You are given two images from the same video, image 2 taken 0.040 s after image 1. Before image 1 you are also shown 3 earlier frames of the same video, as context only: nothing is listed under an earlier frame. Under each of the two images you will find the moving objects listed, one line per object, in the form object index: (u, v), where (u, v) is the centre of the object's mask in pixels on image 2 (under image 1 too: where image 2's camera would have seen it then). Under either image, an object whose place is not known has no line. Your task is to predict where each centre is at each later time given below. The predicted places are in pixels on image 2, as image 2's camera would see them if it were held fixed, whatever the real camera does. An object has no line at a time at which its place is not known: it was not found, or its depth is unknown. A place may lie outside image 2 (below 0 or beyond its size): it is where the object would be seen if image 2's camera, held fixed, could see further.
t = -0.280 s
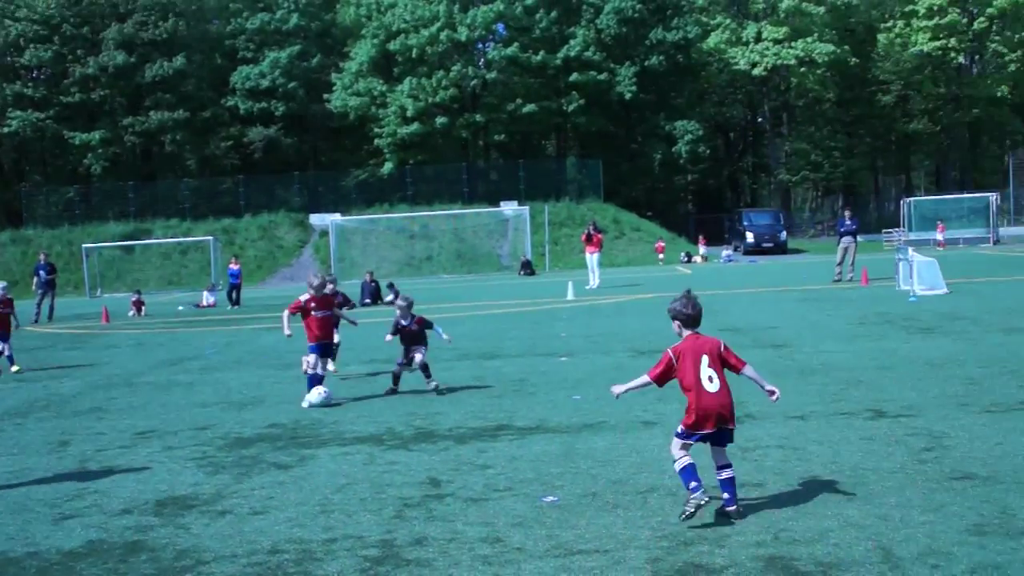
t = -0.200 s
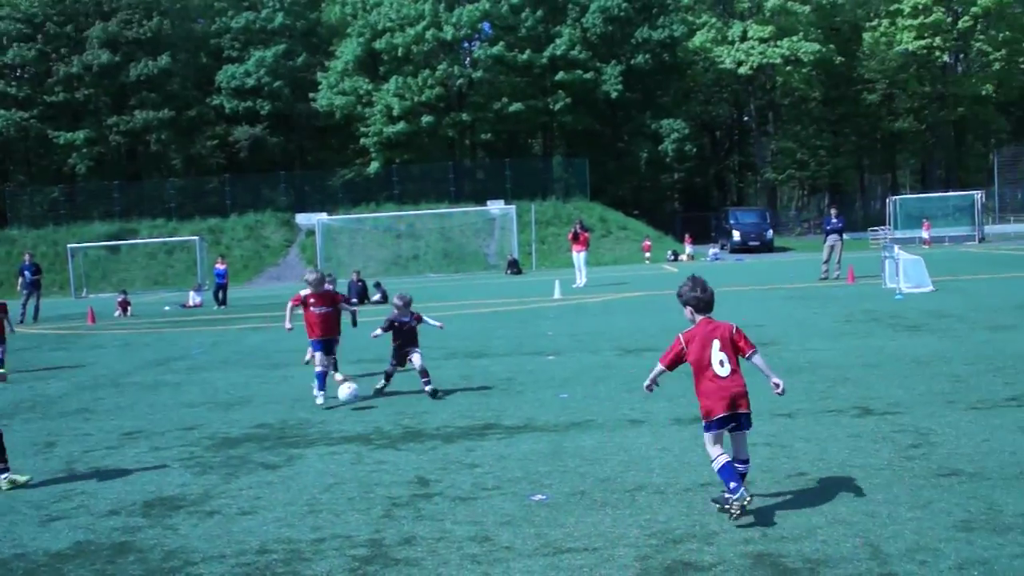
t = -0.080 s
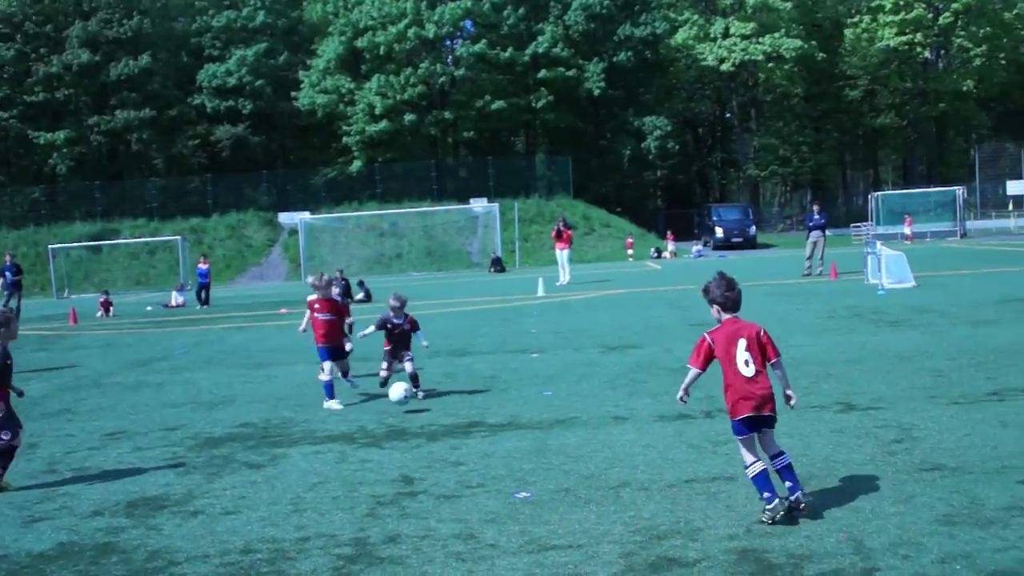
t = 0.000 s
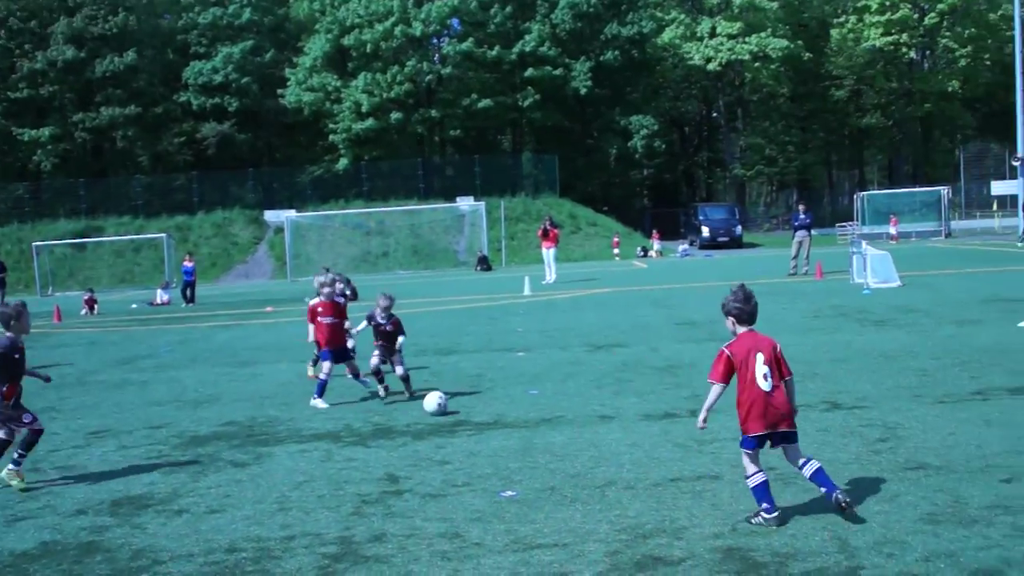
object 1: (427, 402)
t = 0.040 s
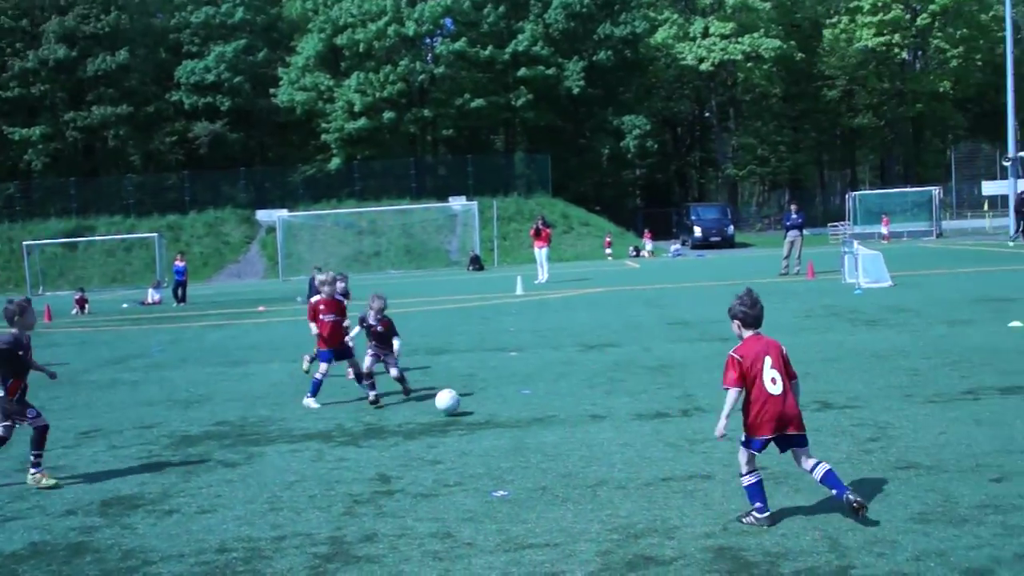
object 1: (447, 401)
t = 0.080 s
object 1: (468, 400)
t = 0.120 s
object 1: (487, 402)
